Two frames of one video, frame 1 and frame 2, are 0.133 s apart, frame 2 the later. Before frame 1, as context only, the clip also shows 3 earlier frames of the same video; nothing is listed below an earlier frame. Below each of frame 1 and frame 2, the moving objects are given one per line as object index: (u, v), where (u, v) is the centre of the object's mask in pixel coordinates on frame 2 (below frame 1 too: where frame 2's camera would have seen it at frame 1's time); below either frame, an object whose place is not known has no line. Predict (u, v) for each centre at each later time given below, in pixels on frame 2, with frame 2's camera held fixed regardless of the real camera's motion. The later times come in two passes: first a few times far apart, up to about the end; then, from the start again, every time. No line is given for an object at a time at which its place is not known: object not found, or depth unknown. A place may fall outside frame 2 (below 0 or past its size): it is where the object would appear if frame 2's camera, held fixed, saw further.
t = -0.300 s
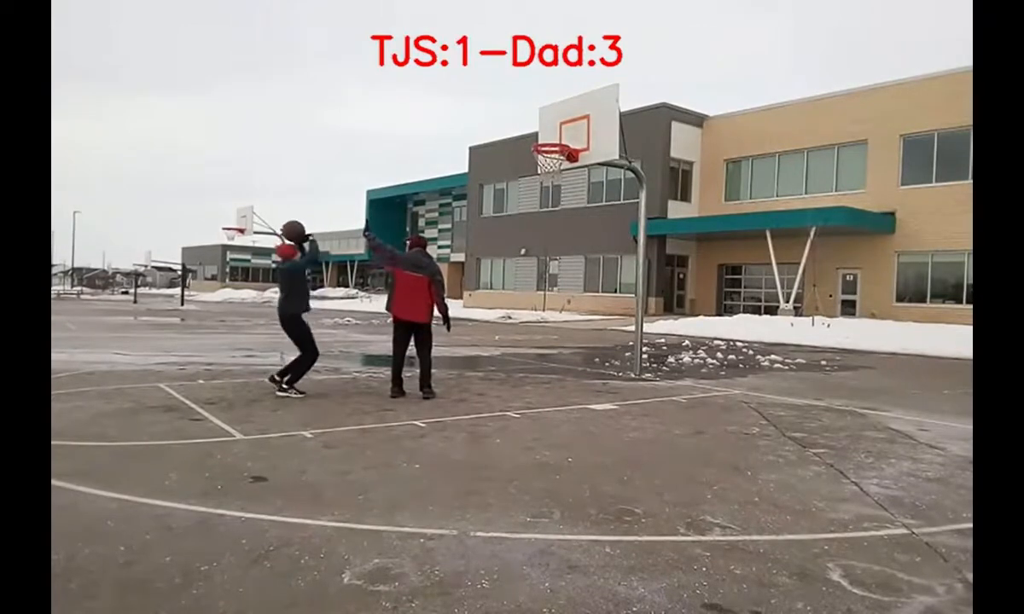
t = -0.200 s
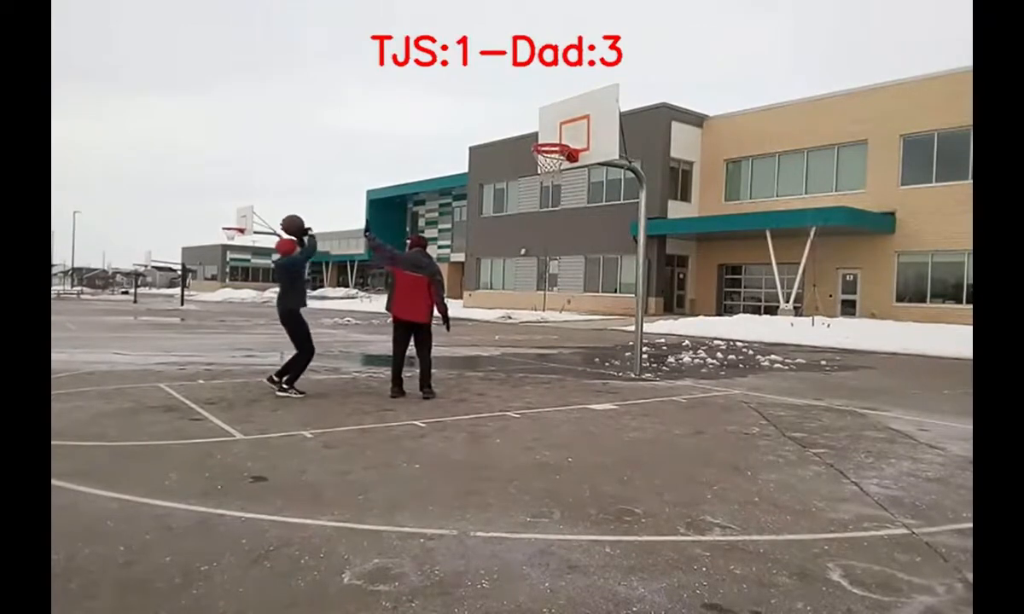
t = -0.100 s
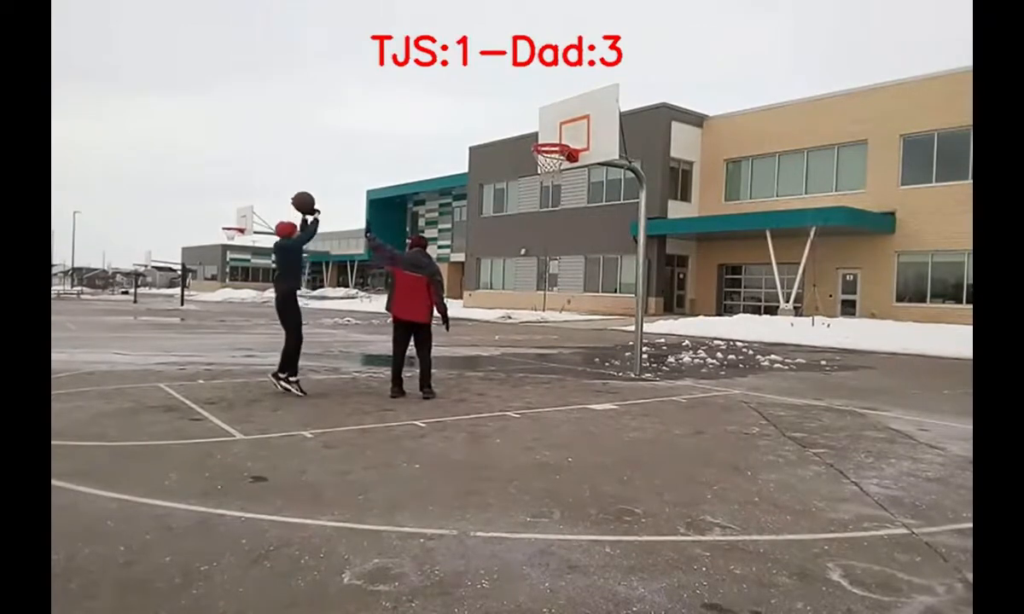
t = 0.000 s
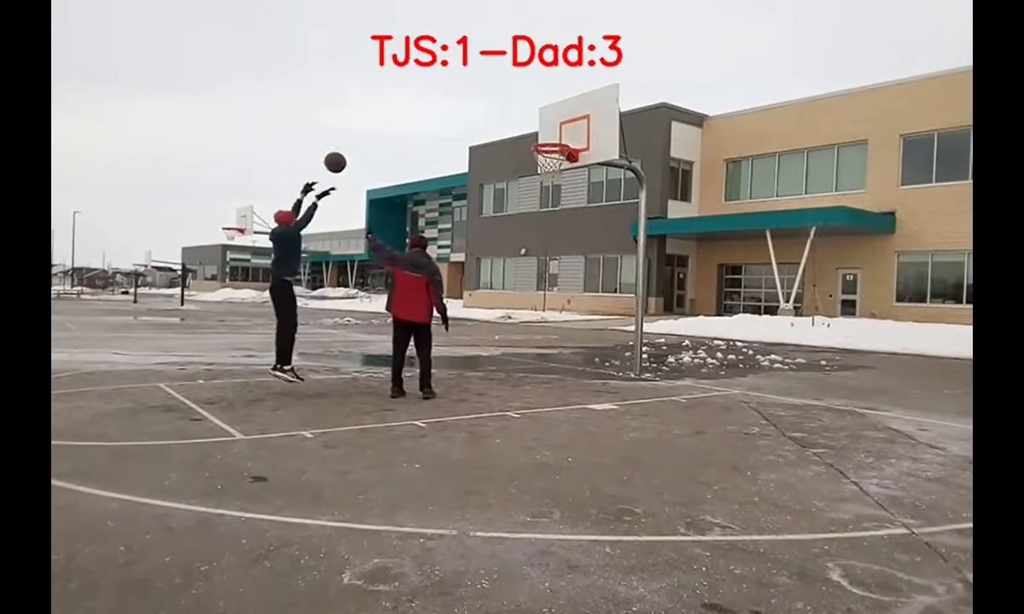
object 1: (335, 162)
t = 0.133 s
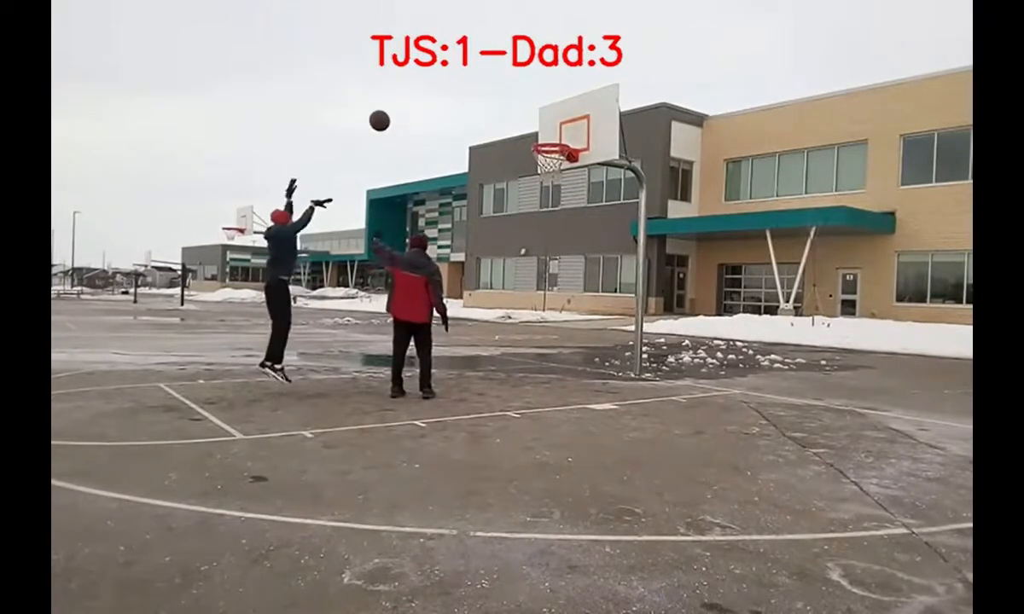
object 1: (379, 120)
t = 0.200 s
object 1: (400, 106)
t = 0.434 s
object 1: (469, 87)
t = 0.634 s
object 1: (522, 106)
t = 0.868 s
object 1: (546, 154)
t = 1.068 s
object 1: (552, 157)
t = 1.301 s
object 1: (554, 170)
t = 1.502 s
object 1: (544, 181)
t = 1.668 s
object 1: (534, 208)
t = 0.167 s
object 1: (390, 113)
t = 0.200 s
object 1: (400, 106)
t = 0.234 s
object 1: (410, 100)
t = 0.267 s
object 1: (421, 96)
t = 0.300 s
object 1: (431, 92)
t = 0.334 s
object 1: (440, 89)
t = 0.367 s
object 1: (450, 87)
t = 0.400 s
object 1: (460, 86)
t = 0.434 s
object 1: (469, 87)
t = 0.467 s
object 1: (478, 88)
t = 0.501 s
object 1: (487, 90)
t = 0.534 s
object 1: (496, 92)
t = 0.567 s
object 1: (505, 96)
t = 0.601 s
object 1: (514, 101)
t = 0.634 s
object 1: (522, 106)
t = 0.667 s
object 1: (530, 112)
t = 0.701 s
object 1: (539, 120)
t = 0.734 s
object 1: (546, 127)
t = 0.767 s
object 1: (554, 135)
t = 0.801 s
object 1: (561, 140)
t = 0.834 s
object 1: (553, 141)
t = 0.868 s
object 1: (546, 154)
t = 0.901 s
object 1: (545, 155)
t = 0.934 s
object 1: (546, 157)
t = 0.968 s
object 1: (546, 159)
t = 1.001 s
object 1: (548, 160)
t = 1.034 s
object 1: (550, 158)
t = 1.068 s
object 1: (552, 157)
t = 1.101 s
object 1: (553, 160)
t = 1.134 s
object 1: (554, 160)
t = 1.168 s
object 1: (555, 162)
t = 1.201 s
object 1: (556, 164)
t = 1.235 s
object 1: (556, 166)
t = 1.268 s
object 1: (556, 168)
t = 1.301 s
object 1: (554, 170)
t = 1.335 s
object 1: (552, 172)
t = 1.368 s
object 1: (550, 173)
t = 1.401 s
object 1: (549, 174)
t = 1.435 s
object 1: (547, 176)
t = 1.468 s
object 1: (545, 178)
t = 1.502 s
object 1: (544, 181)
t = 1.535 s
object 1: (542, 185)
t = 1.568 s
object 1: (540, 189)
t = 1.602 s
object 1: (538, 195)
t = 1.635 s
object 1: (537, 201)
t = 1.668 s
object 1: (534, 208)
